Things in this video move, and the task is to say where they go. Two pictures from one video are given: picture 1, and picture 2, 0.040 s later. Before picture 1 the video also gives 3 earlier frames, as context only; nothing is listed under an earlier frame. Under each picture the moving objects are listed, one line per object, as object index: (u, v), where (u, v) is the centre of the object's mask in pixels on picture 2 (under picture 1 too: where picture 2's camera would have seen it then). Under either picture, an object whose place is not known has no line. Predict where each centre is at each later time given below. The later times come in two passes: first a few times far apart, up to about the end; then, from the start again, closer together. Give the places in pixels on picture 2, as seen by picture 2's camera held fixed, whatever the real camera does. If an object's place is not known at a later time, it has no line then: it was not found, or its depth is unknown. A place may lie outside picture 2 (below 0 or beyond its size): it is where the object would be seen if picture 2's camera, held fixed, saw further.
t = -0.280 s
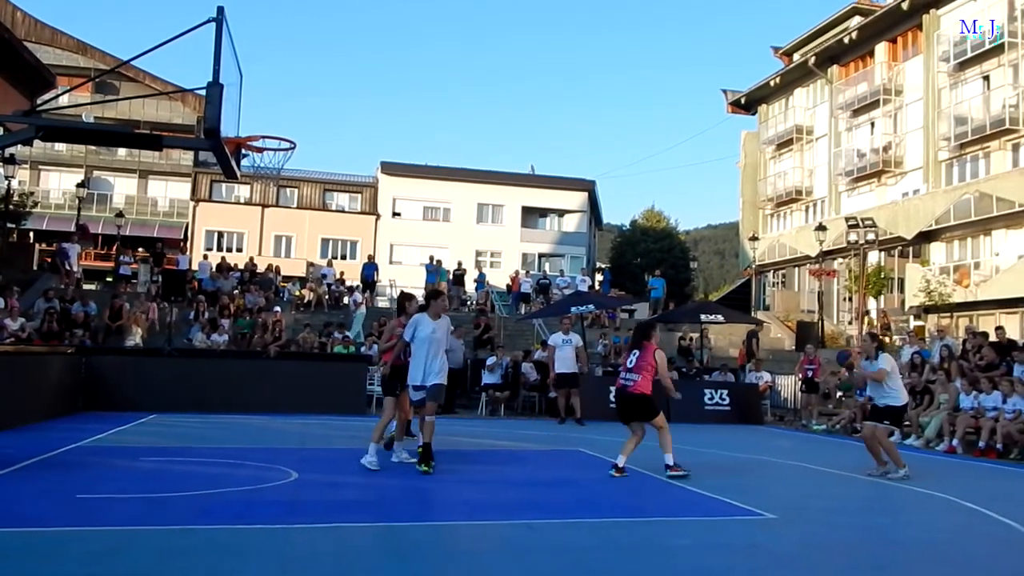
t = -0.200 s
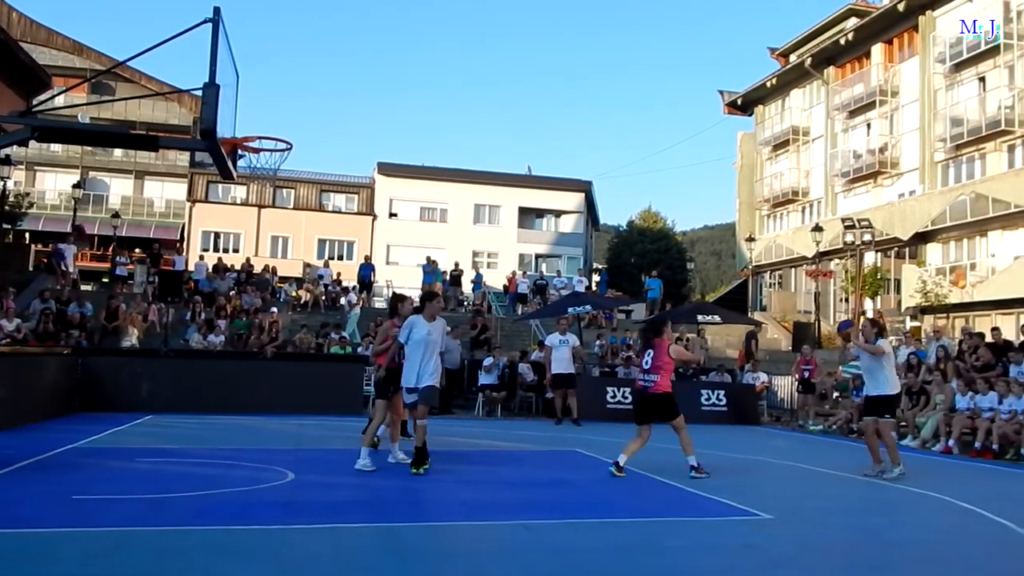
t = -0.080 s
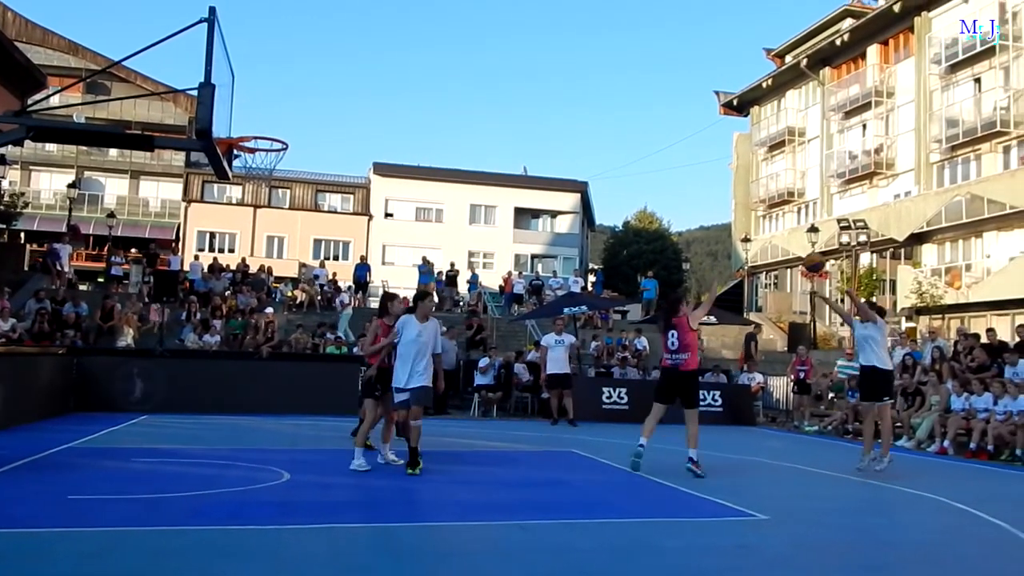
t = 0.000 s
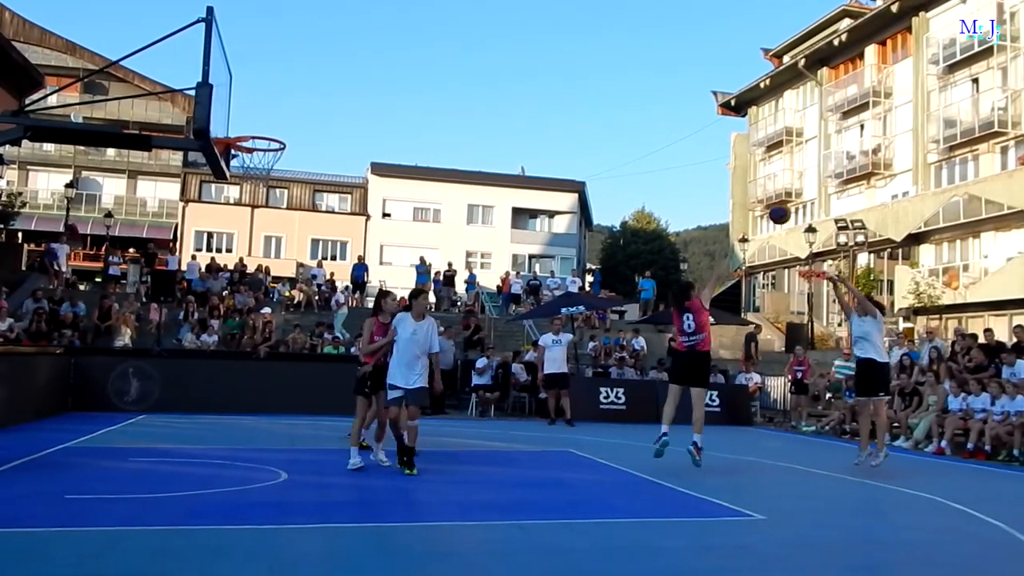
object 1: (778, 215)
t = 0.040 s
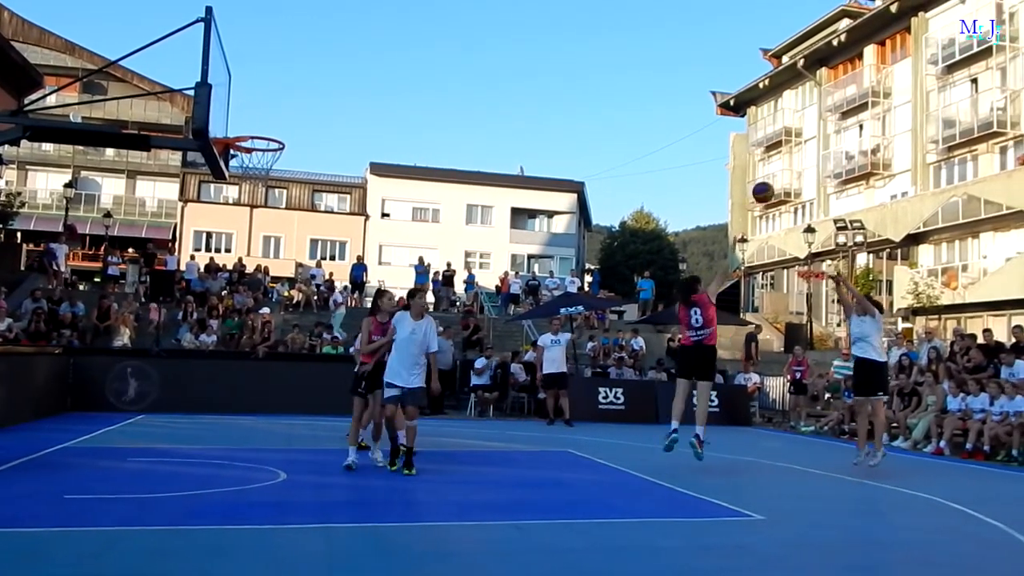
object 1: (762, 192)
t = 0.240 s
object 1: (683, 100)
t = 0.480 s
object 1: (585, 35)
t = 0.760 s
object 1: (465, 22)
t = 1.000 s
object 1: (353, 71)
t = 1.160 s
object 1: (273, 137)
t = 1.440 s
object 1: (252, 191)
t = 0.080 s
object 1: (746, 171)
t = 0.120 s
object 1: (731, 151)
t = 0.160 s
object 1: (715, 133)
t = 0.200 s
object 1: (699, 116)
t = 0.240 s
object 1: (683, 100)
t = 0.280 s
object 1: (667, 86)
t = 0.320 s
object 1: (651, 73)
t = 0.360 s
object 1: (635, 61)
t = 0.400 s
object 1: (618, 51)
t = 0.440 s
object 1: (602, 42)
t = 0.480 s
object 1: (585, 35)
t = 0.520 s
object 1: (569, 29)
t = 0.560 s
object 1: (552, 24)
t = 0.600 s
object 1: (535, 20)
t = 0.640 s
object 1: (517, 19)
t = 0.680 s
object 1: (500, 18)
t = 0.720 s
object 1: (483, 19)
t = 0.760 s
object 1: (465, 22)
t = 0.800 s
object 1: (446, 26)
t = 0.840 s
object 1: (428, 32)
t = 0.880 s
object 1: (410, 39)
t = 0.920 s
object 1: (391, 48)
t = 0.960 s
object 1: (372, 59)
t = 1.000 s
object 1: (353, 71)
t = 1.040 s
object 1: (333, 85)
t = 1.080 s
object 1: (314, 100)
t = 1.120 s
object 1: (293, 117)
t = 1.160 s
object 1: (273, 137)
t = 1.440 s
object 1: (252, 191)
